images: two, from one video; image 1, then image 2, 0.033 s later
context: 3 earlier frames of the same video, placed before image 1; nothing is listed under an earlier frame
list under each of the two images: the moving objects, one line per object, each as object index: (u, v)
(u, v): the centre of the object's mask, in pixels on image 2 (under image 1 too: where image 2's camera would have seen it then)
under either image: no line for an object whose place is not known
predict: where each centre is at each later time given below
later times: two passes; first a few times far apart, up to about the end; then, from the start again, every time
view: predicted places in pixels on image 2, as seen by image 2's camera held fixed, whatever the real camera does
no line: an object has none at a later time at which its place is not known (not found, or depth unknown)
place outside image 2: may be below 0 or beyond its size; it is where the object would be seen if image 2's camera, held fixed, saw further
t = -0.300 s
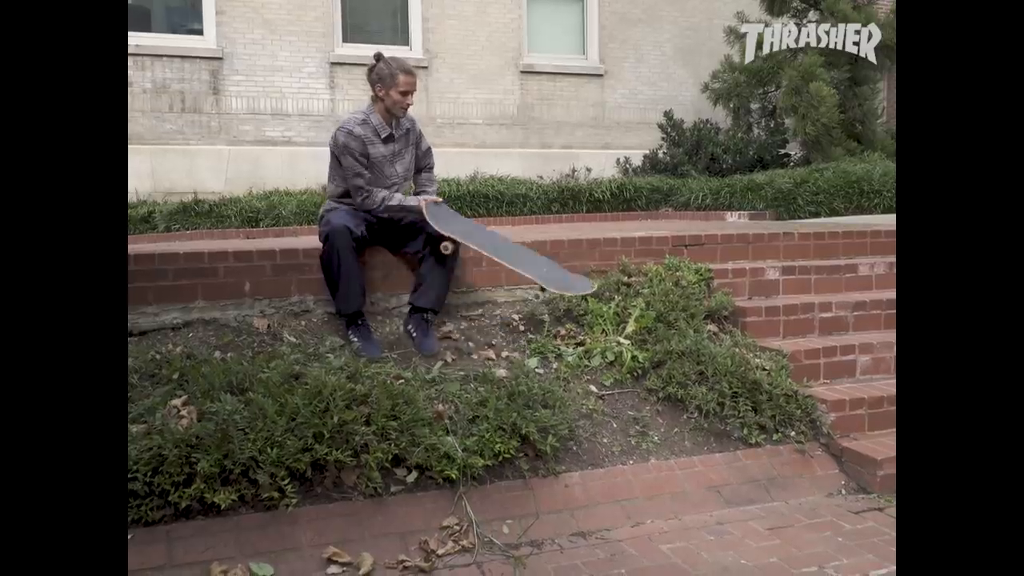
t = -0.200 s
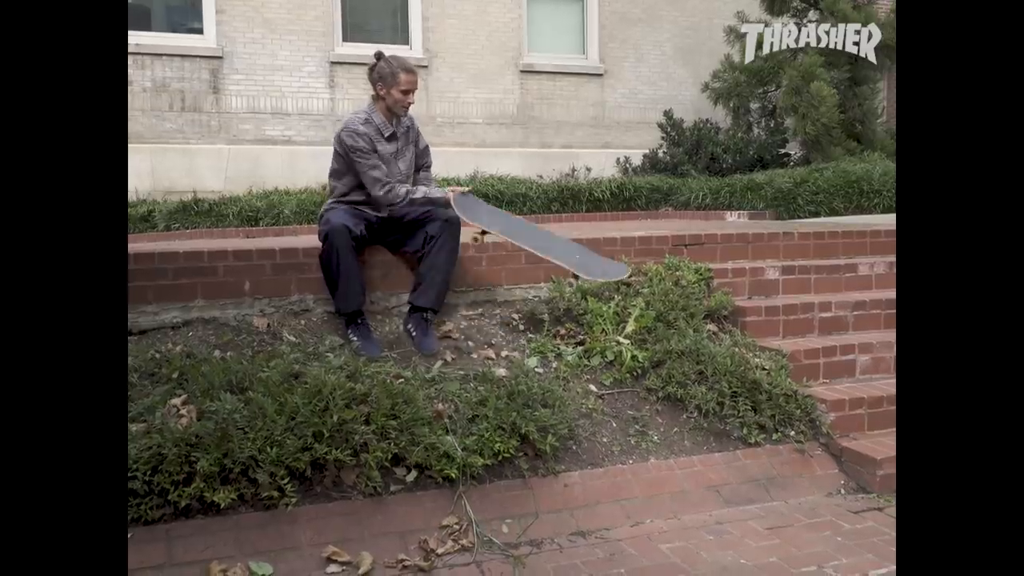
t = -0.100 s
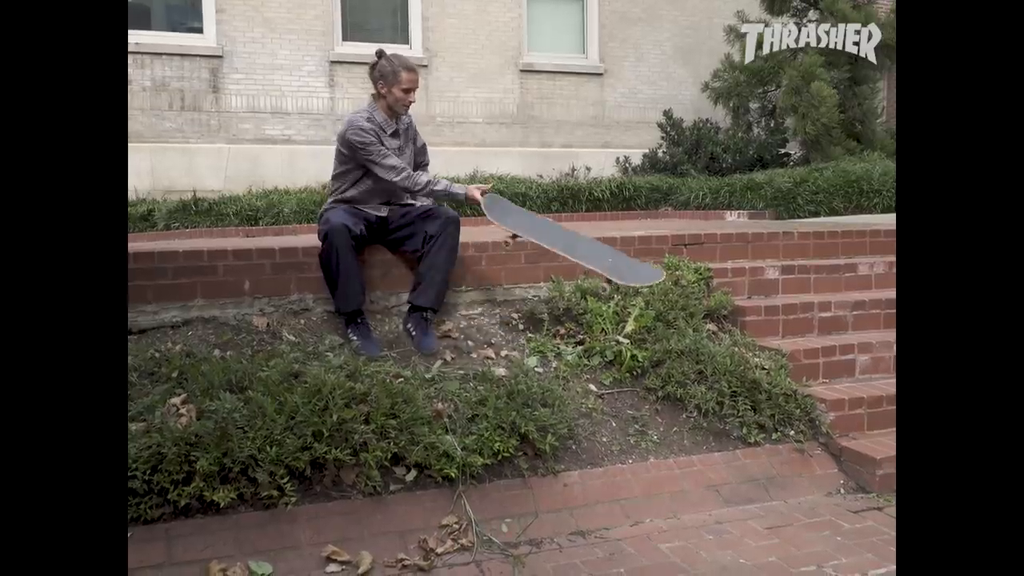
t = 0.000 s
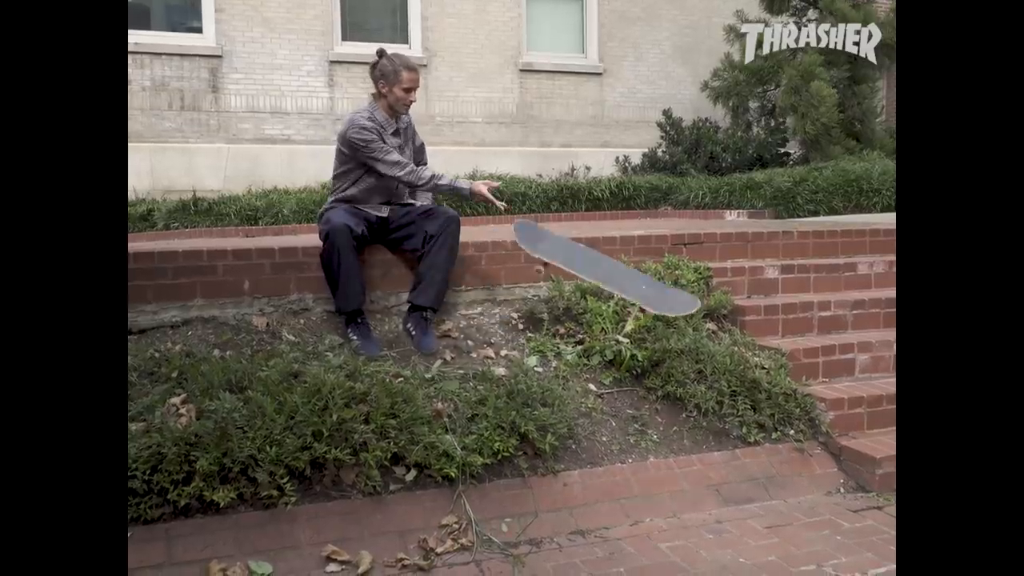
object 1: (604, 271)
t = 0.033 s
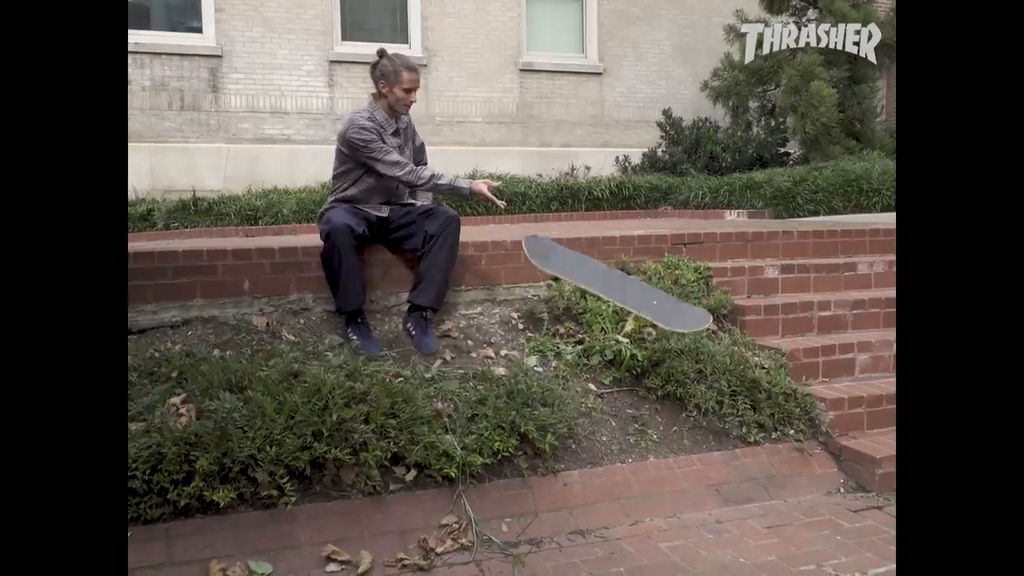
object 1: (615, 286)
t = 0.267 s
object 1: (698, 456)
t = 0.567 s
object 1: (821, 467)
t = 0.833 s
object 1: (864, 473)
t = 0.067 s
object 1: (626, 303)
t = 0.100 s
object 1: (638, 324)
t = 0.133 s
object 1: (650, 349)
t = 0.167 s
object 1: (661, 375)
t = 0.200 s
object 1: (673, 404)
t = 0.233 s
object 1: (685, 438)
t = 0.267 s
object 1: (698, 456)
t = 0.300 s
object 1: (710, 452)
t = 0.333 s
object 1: (722, 450)
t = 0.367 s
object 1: (742, 454)
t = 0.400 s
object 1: (758, 457)
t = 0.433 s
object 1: (772, 456)
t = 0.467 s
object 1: (783, 457)
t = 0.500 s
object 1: (797, 461)
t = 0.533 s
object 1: (809, 465)
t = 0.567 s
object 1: (821, 467)
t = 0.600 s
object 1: (832, 469)
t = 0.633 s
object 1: (840, 471)
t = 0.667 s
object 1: (844, 471)
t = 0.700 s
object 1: (848, 471)
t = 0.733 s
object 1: (853, 471)
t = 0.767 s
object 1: (859, 472)
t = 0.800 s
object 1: (860, 471)
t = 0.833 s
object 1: (864, 473)
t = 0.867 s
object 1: (864, 474)
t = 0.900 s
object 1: (862, 477)
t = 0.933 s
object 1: (860, 479)
